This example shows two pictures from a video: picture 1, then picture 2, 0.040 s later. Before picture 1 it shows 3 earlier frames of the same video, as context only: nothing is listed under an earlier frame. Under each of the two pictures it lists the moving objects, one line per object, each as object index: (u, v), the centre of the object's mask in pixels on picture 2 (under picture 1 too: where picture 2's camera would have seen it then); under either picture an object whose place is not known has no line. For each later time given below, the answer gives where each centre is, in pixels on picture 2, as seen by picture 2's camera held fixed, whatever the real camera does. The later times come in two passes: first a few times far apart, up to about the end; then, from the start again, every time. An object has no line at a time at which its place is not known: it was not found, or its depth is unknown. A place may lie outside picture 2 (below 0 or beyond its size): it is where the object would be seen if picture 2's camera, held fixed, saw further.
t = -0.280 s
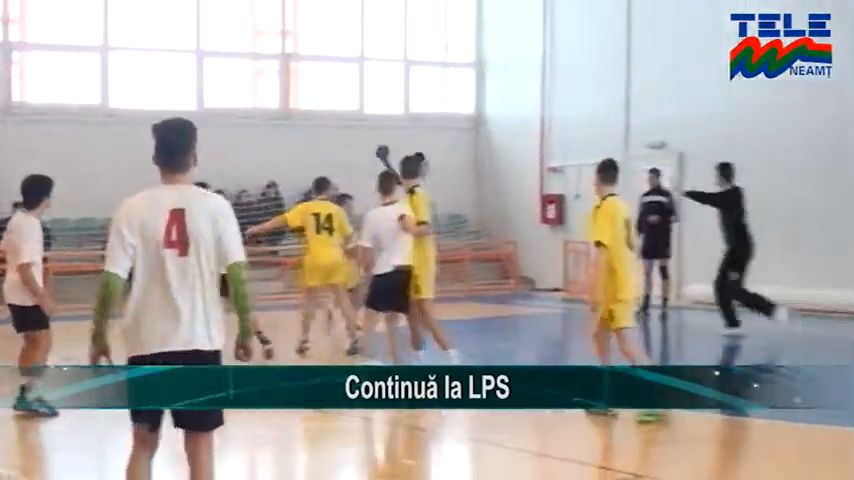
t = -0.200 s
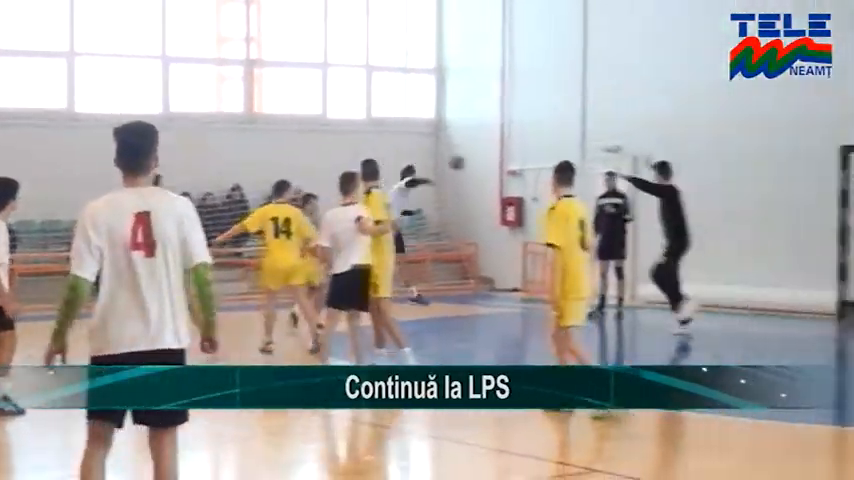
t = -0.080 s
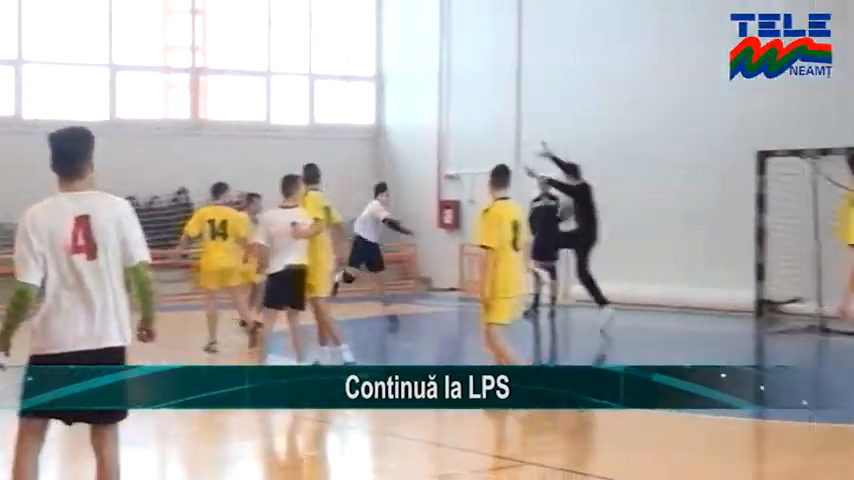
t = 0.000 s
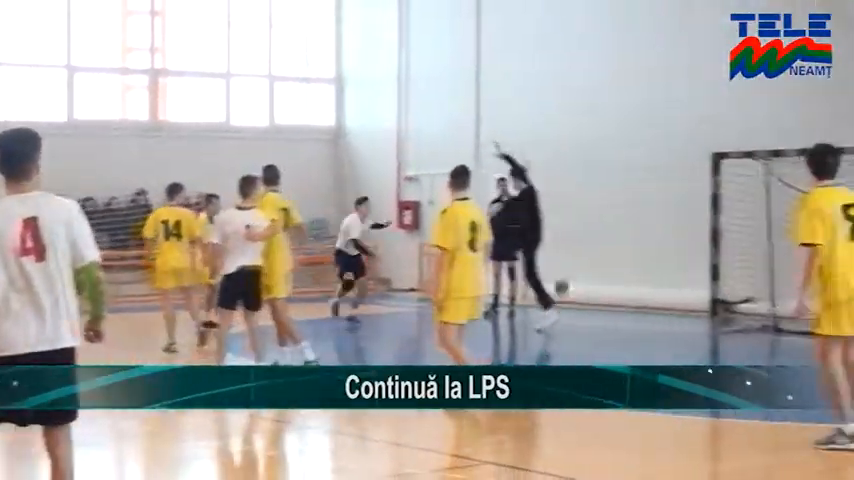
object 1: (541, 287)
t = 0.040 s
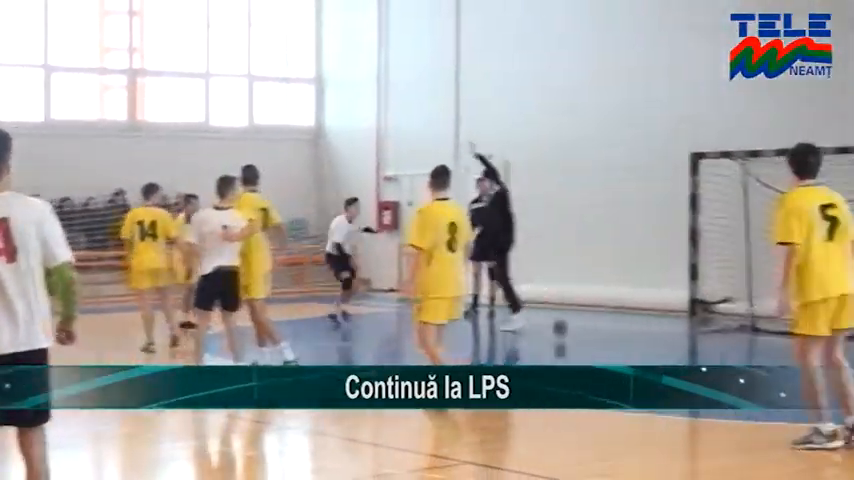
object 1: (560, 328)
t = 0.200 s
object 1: (544, 254)
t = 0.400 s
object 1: (516, 173)
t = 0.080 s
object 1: (560, 319)
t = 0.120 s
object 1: (555, 296)
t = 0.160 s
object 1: (549, 274)
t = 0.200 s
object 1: (544, 254)
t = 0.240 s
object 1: (539, 236)
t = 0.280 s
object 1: (533, 218)
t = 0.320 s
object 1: (527, 202)
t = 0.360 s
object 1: (522, 187)
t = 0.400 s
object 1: (516, 173)
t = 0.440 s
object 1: (510, 161)
